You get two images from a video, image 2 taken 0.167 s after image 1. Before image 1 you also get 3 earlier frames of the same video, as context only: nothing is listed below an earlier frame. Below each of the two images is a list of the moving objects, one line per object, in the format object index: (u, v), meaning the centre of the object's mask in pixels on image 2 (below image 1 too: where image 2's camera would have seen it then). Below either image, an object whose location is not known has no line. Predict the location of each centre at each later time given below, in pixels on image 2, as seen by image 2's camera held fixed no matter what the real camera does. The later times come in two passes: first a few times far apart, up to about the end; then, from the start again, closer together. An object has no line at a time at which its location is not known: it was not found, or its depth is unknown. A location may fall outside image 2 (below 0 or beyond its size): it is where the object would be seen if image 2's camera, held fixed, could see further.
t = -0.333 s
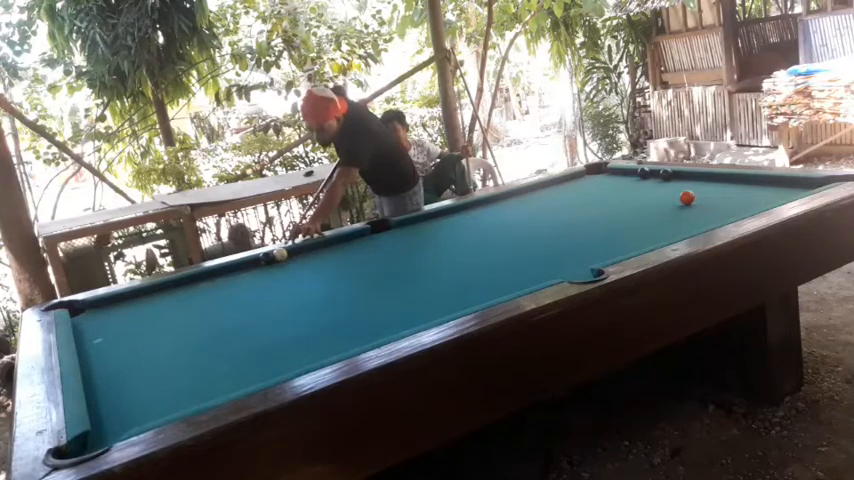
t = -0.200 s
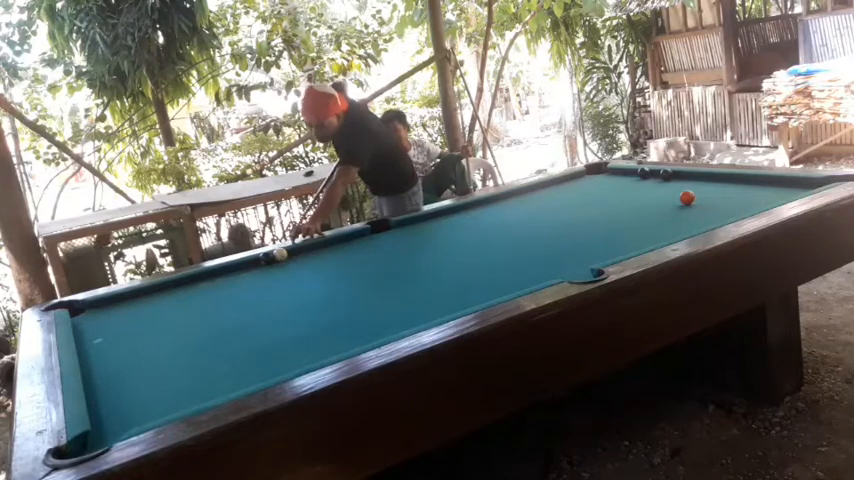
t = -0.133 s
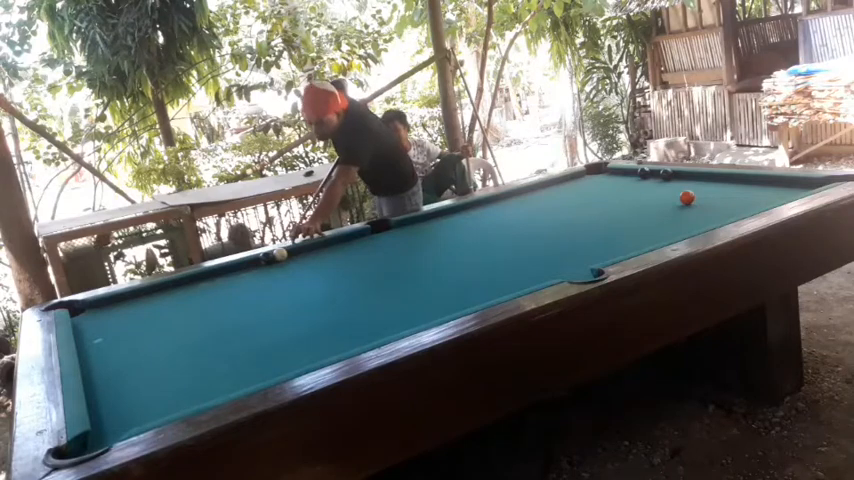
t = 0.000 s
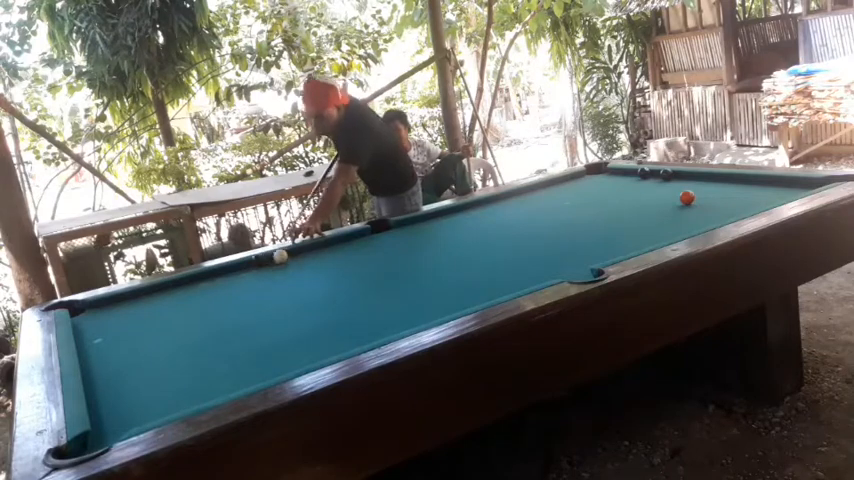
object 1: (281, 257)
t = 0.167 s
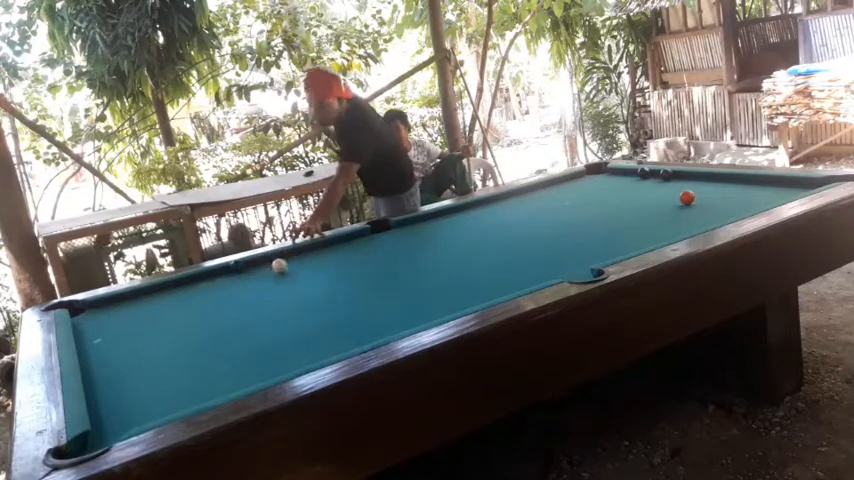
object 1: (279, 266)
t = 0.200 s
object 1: (279, 268)
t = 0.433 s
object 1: (277, 282)
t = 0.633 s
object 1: (276, 296)
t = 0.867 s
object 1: (273, 314)
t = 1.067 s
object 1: (270, 332)
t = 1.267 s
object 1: (266, 352)
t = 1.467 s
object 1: (263, 374)
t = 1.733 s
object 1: (248, 379)
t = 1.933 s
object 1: (237, 377)
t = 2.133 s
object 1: (227, 371)
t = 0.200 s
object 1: (279, 268)
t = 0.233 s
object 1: (279, 270)
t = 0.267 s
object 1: (278, 272)
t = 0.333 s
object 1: (278, 276)
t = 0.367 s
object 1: (278, 278)
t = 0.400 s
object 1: (277, 280)
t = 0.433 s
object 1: (277, 282)
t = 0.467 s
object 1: (277, 284)
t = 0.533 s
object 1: (276, 289)
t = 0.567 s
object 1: (276, 291)
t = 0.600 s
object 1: (276, 294)
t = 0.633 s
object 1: (276, 296)
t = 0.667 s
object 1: (276, 298)
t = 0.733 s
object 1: (275, 304)
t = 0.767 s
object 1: (274, 306)
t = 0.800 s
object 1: (274, 309)
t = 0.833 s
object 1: (273, 312)
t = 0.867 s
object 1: (273, 314)
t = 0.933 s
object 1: (272, 320)
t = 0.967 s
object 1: (272, 323)
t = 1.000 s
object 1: (271, 325)
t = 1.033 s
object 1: (271, 328)
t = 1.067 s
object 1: (270, 332)
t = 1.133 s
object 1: (269, 339)
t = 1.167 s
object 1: (268, 342)
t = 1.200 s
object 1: (268, 345)
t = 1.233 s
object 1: (267, 349)
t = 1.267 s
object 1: (266, 352)
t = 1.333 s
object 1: (265, 360)
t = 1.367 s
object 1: (265, 363)
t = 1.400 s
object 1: (264, 367)
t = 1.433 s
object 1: (263, 371)
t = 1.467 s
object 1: (263, 374)
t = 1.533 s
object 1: (261, 379)
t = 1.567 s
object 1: (259, 380)
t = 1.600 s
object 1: (256, 379)
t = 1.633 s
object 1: (254, 379)
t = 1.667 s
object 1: (252, 379)
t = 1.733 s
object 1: (248, 379)
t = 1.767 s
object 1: (246, 378)
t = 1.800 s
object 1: (244, 378)
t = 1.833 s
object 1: (242, 377)
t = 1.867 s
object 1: (241, 377)
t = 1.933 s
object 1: (237, 377)
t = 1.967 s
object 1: (235, 375)
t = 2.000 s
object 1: (234, 375)
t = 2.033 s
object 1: (232, 374)
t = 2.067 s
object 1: (230, 373)
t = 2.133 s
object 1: (227, 371)
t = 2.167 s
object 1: (225, 371)
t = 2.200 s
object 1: (224, 370)
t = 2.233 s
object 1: (223, 370)
